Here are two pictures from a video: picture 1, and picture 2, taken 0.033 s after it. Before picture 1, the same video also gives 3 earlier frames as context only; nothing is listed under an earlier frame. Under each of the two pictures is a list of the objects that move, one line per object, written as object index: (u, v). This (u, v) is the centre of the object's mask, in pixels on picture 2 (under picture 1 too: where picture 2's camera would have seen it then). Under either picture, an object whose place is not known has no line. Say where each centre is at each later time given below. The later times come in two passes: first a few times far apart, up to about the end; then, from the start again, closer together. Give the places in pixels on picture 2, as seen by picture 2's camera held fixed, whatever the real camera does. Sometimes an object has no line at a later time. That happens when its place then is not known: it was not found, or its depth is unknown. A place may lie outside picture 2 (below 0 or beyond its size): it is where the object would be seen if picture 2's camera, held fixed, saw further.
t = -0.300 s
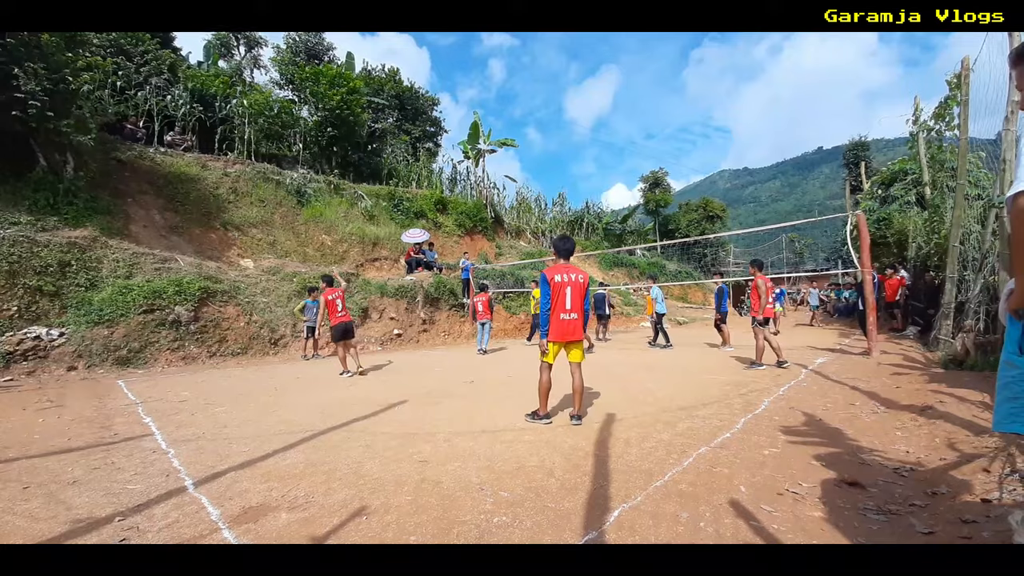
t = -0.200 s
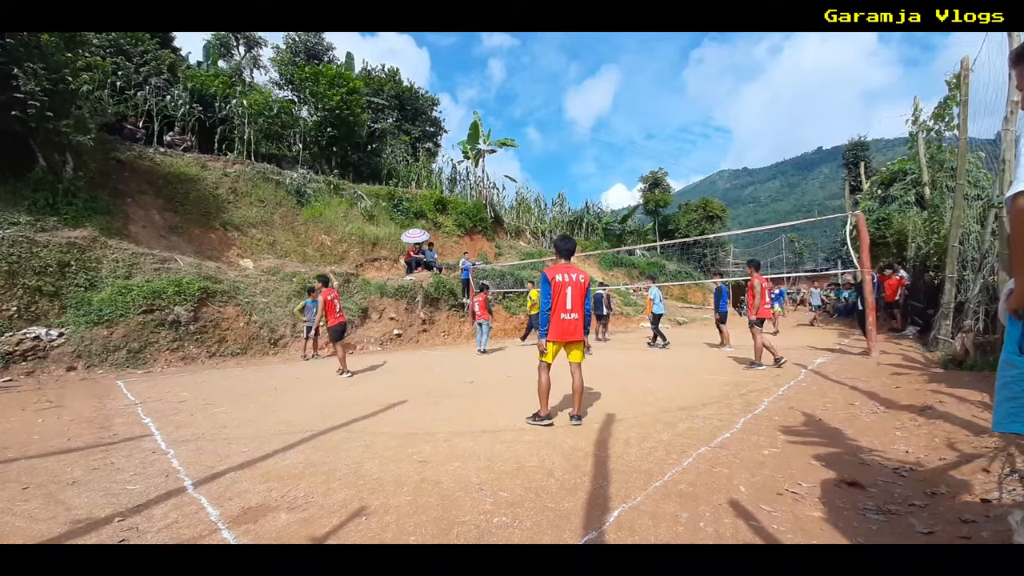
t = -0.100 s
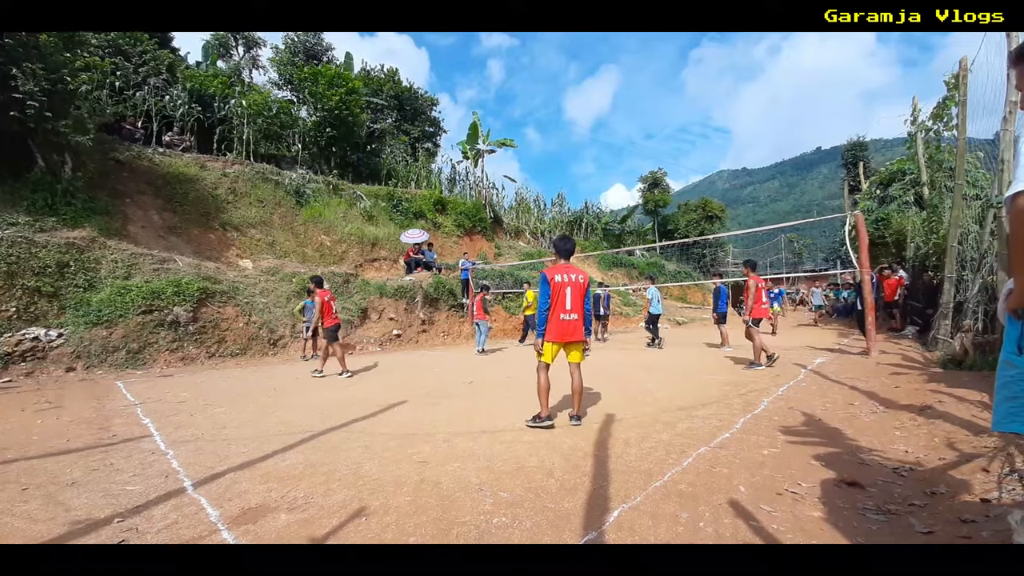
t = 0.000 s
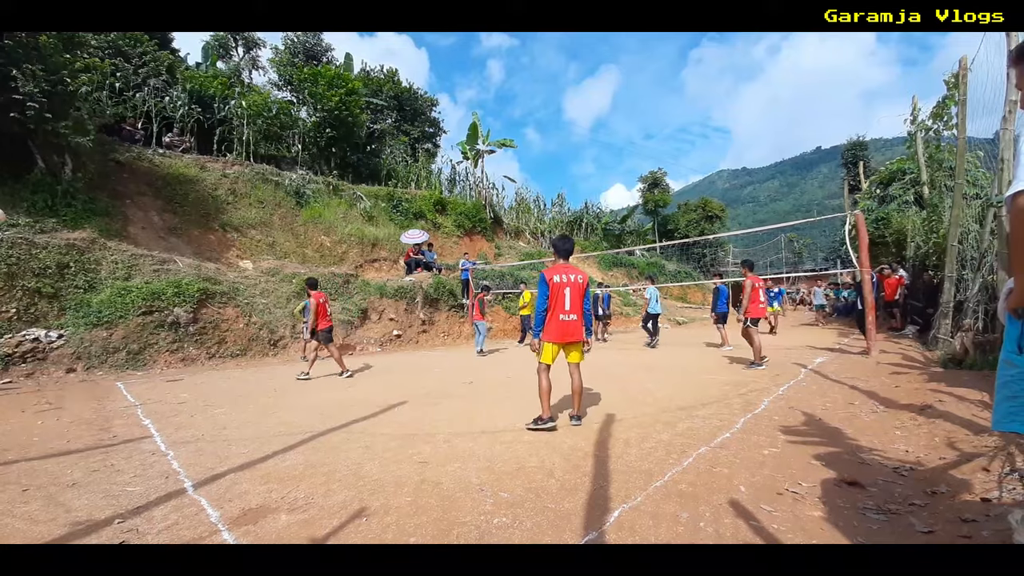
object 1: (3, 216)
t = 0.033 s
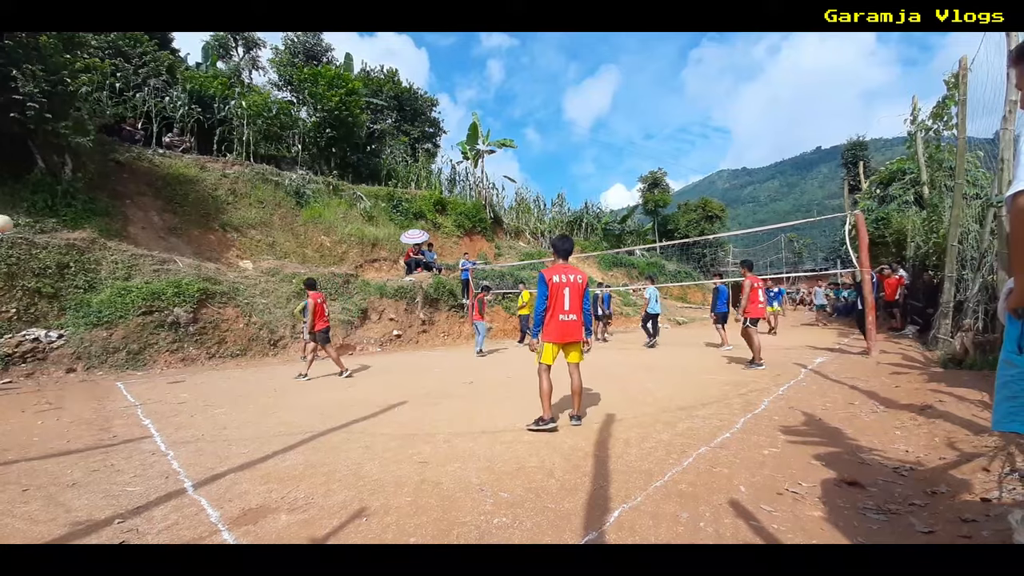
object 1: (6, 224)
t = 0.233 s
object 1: (56, 294)
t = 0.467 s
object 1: (132, 405)
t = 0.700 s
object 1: (130, 301)
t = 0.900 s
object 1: (128, 249)
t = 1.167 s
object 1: (122, 249)
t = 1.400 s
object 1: (113, 344)
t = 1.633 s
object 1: (108, 452)
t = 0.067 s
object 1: (10, 233)
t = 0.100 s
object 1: (18, 242)
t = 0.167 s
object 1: (36, 265)
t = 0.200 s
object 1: (46, 279)
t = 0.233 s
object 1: (56, 294)
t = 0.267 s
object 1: (67, 310)
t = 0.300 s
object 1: (79, 329)
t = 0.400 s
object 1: (117, 392)
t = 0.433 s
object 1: (130, 417)
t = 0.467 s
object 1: (132, 405)
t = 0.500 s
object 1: (131, 388)
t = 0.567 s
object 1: (131, 356)
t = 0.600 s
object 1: (131, 341)
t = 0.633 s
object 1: (131, 327)
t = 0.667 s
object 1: (130, 314)
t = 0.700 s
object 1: (130, 301)
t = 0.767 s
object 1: (129, 280)
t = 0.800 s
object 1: (129, 271)
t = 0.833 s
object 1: (128, 263)
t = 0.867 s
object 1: (128, 255)
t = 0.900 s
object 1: (128, 249)
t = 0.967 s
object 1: (127, 241)
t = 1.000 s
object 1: (126, 239)
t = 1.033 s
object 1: (126, 239)
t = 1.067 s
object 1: (125, 238)
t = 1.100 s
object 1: (124, 240)
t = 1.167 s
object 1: (122, 249)
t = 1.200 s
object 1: (121, 256)
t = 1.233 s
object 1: (121, 265)
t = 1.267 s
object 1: (119, 276)
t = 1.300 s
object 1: (118, 289)
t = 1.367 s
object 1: (115, 323)
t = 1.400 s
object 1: (113, 344)
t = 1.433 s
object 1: (111, 367)
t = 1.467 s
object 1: (109, 393)
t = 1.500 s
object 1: (107, 423)
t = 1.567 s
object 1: (107, 491)
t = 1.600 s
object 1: (107, 473)
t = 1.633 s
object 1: (108, 452)
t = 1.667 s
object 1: (110, 431)
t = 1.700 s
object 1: (108, 411)
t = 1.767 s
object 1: (109, 376)
